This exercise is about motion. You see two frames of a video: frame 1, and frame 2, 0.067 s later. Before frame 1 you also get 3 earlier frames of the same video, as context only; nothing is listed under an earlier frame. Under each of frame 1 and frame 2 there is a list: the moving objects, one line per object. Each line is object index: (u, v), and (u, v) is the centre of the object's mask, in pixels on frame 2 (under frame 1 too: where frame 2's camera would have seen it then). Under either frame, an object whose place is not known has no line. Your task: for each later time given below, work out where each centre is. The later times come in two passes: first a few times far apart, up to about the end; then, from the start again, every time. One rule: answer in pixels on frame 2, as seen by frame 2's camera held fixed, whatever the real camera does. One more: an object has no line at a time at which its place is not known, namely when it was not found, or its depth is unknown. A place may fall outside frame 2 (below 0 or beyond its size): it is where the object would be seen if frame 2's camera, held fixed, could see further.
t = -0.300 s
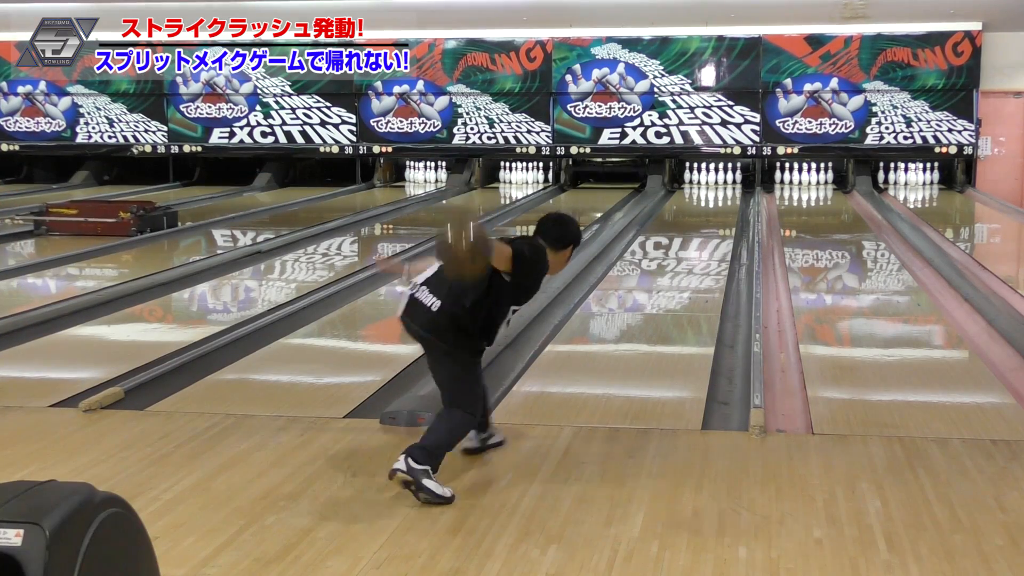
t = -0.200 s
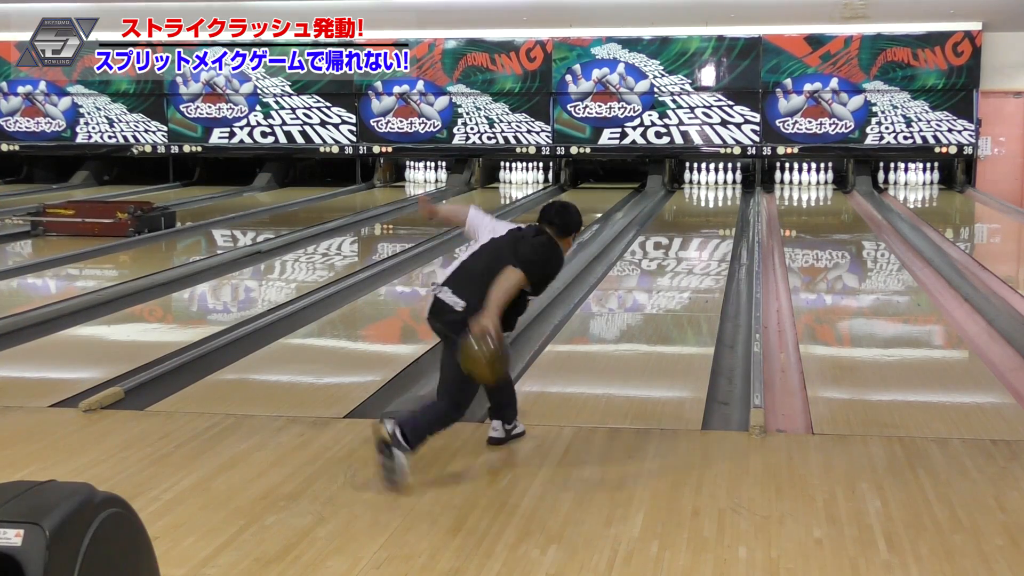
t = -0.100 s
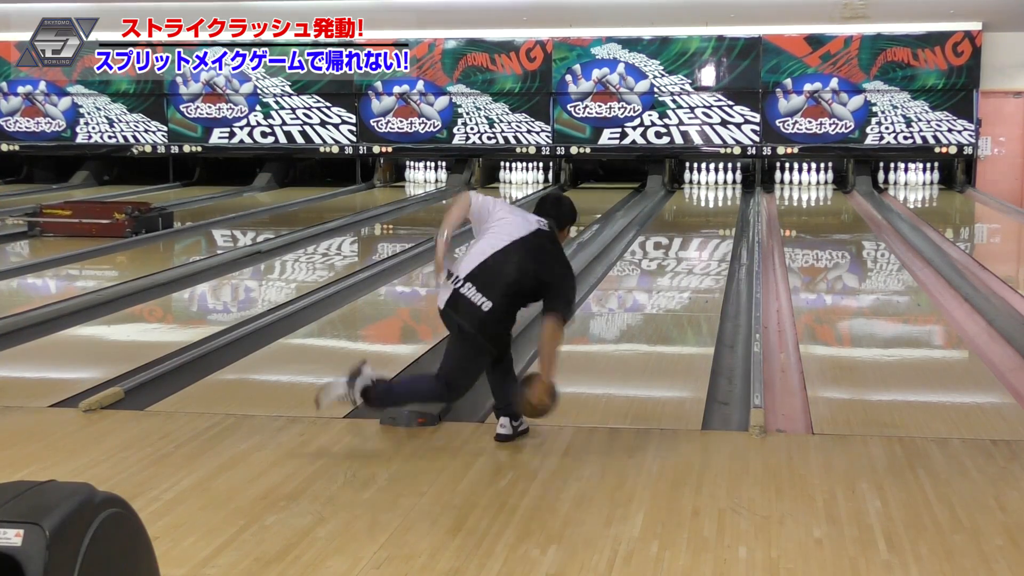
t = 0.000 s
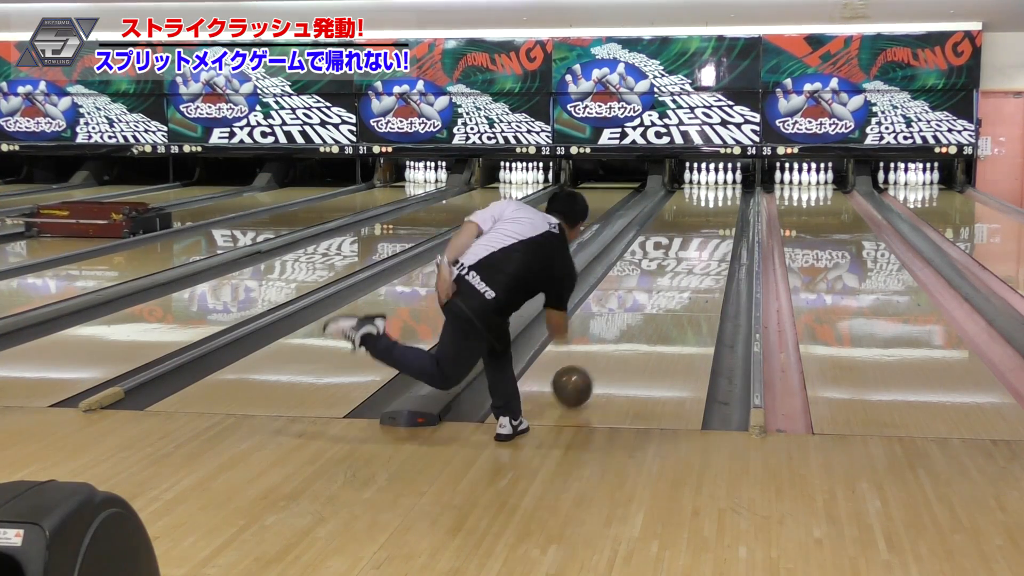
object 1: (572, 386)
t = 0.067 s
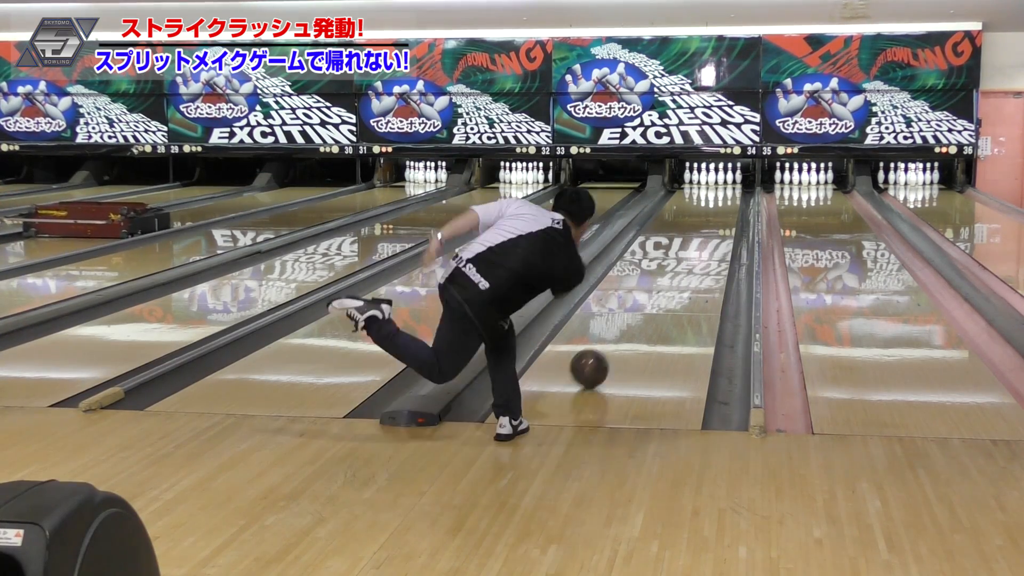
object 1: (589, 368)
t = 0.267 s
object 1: (629, 323)
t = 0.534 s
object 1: (665, 282)
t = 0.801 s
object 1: (688, 253)
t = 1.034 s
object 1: (704, 235)
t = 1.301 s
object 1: (716, 218)
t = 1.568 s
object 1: (724, 205)
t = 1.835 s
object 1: (726, 194)
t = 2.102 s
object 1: (721, 186)
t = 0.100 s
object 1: (597, 360)
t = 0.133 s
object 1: (604, 351)
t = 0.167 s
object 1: (611, 343)
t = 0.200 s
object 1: (617, 336)
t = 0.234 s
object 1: (623, 329)
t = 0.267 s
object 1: (629, 323)
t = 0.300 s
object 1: (634, 317)
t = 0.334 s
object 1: (639, 311)
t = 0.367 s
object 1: (644, 306)
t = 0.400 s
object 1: (649, 300)
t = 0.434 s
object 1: (653, 295)
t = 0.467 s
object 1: (657, 290)
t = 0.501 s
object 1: (661, 286)
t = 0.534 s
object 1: (665, 282)
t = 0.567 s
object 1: (668, 277)
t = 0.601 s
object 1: (671, 274)
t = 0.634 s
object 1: (675, 270)
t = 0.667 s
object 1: (678, 266)
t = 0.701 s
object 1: (681, 263)
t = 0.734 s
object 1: (684, 259)
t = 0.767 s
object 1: (686, 256)
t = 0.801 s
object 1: (688, 253)
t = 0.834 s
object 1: (691, 250)
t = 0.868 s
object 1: (693, 247)
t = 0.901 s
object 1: (695, 245)
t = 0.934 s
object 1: (698, 242)
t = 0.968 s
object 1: (700, 239)
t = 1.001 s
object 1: (702, 237)
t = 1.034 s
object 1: (704, 235)
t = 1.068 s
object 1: (705, 232)
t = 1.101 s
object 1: (707, 230)
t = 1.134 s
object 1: (709, 228)
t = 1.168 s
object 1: (710, 226)
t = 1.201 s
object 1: (712, 224)
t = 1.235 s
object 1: (713, 222)
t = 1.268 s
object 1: (714, 220)
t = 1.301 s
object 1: (716, 218)
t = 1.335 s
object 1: (717, 216)
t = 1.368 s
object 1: (718, 215)
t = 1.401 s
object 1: (719, 213)
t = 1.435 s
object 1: (721, 211)
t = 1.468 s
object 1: (722, 210)
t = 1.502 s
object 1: (722, 208)
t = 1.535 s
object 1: (723, 207)
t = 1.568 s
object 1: (724, 205)
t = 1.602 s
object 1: (725, 204)
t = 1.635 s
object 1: (726, 202)
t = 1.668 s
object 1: (726, 201)
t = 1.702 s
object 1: (726, 199)
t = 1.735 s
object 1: (726, 198)
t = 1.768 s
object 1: (726, 197)
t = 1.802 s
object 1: (726, 196)
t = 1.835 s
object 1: (726, 194)
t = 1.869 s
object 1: (726, 193)
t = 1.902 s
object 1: (725, 192)
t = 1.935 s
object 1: (725, 191)
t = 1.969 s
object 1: (724, 190)
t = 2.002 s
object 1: (723, 190)
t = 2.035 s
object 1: (722, 189)
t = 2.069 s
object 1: (721, 188)
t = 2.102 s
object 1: (721, 186)
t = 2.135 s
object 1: (720, 186)
